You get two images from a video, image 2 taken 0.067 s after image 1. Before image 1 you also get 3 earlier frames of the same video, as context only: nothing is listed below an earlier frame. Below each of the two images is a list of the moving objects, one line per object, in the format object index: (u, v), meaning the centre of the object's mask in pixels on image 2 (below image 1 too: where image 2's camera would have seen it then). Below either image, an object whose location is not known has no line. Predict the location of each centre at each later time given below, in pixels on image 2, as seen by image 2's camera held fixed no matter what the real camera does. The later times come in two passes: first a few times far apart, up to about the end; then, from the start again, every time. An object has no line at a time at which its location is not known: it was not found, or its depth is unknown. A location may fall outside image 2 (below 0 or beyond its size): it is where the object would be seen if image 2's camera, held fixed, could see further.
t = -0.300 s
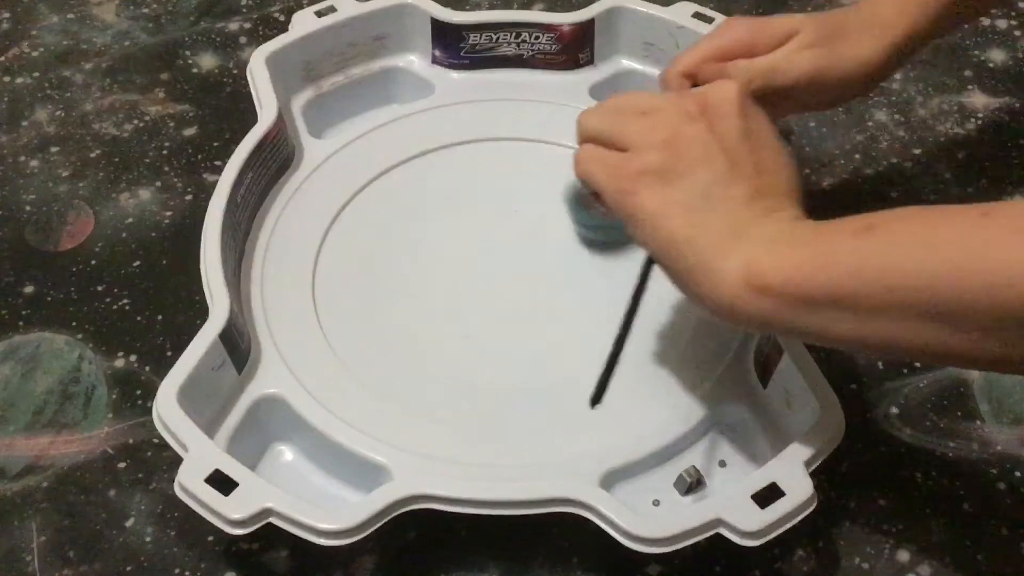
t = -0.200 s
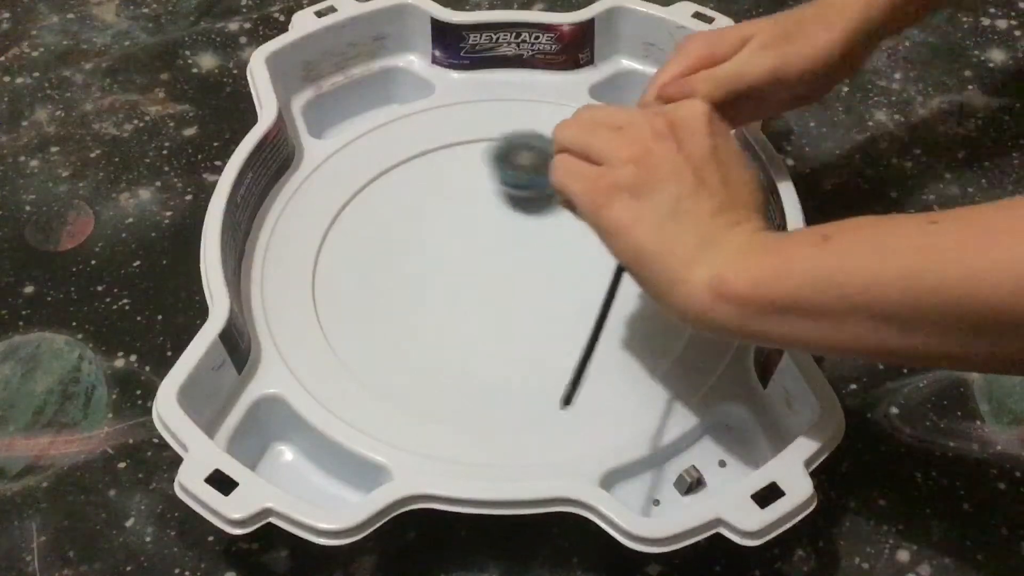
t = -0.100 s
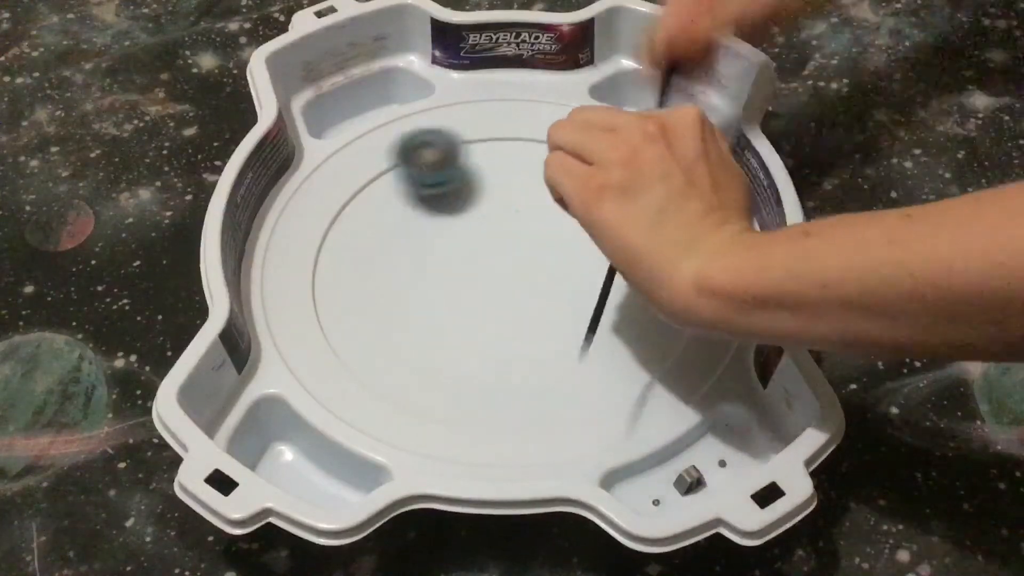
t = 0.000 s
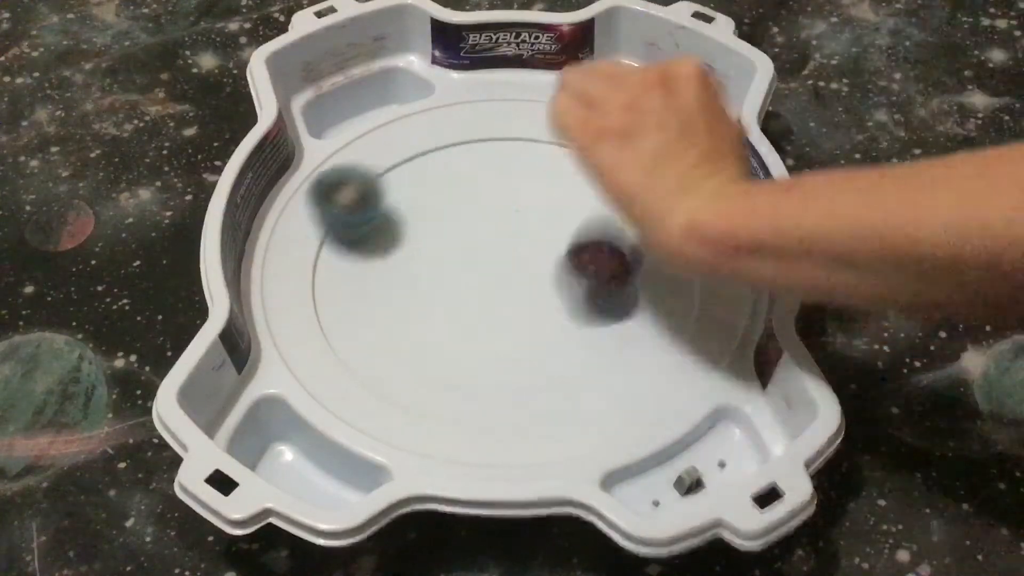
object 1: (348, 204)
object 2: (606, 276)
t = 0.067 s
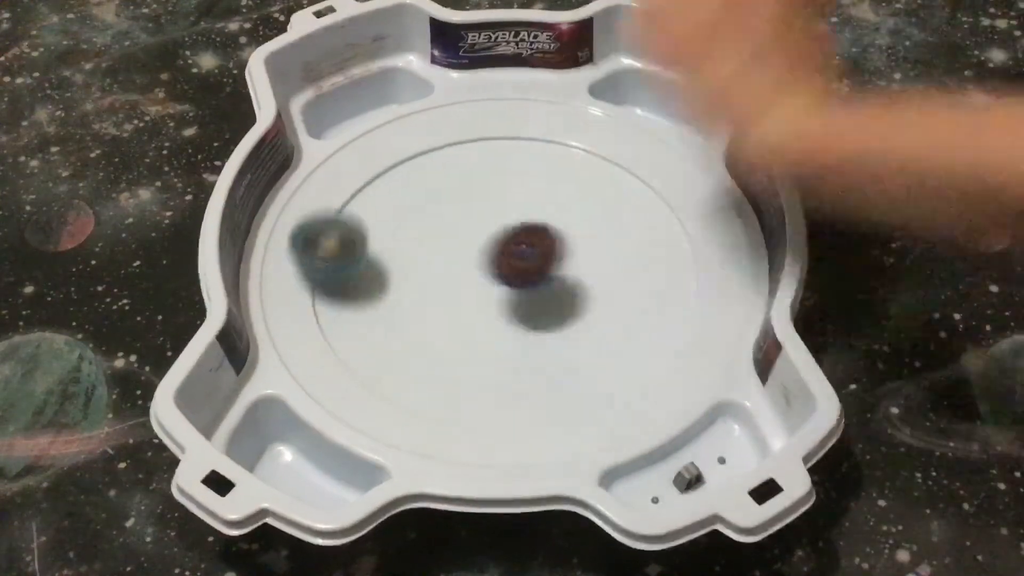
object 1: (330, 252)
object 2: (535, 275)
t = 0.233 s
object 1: (395, 361)
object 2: (384, 282)
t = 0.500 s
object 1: (628, 308)
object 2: (405, 322)
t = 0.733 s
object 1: (577, 157)
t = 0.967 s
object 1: (402, 165)
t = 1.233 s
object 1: (362, 307)
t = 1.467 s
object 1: (553, 327)
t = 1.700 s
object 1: (578, 185)
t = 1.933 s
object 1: (395, 169)
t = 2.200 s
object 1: (441, 343)
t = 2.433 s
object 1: (630, 271)
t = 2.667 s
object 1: (545, 149)
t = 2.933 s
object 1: (403, 258)
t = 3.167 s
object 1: (502, 352)
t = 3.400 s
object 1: (596, 292)
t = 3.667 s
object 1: (568, 252)
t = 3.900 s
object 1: (548, 251)
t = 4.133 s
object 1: (556, 234)
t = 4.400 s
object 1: (551, 184)
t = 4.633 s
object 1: (489, 190)
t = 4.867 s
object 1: (491, 228)
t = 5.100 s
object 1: (541, 243)
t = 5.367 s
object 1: (583, 232)
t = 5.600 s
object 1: (575, 231)
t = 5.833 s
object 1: (543, 259)
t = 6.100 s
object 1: (563, 294)
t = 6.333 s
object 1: (555, 296)
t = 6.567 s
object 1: (527, 289)
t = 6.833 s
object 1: (481, 288)
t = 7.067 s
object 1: (449, 294)
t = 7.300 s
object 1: (448, 288)
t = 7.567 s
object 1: (471, 269)
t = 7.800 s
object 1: (468, 241)
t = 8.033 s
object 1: (477, 227)
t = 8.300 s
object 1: (503, 231)
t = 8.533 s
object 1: (538, 216)
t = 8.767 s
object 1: (555, 213)
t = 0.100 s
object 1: (331, 278)
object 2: (498, 279)
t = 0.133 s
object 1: (338, 299)
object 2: (458, 288)
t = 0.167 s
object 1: (351, 325)
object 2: (430, 289)
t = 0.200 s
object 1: (367, 345)
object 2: (408, 283)
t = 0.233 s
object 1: (395, 361)
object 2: (384, 282)
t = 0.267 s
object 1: (421, 371)
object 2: (370, 284)
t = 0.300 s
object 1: (453, 379)
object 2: (362, 284)
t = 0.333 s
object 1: (485, 381)
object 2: (360, 287)
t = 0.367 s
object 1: (517, 376)
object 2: (360, 291)
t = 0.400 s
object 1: (552, 365)
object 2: (366, 298)
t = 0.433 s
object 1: (584, 350)
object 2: (377, 304)
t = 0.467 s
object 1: (609, 331)
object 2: (390, 312)
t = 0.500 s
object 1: (628, 308)
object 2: (405, 322)
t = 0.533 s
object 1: (639, 282)
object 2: (425, 329)
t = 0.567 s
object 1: (642, 257)
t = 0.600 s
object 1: (639, 231)
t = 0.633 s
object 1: (632, 209)
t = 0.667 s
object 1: (619, 188)
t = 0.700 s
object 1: (601, 171)
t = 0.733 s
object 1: (577, 157)
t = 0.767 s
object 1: (551, 142)
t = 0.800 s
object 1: (524, 136)
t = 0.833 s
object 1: (497, 134)
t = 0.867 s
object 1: (470, 137)
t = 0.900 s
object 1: (446, 142)
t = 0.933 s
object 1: (423, 153)
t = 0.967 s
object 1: (402, 165)
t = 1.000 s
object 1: (384, 182)
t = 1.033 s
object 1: (372, 202)
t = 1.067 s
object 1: (362, 220)
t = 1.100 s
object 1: (357, 241)
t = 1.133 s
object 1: (325, 247)
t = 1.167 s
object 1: (334, 261)
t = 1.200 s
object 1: (347, 286)
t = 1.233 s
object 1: (362, 307)
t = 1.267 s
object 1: (379, 319)
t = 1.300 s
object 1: (402, 334)
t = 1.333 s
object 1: (432, 345)
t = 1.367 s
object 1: (464, 352)
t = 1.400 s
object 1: (495, 350)
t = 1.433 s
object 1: (526, 342)
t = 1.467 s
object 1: (553, 327)
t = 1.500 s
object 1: (577, 310)
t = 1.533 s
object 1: (595, 290)
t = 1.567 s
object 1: (604, 268)
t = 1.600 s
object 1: (607, 246)
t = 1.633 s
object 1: (604, 225)
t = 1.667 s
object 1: (594, 204)
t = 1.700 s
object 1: (578, 185)
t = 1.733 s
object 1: (556, 167)
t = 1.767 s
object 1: (531, 156)
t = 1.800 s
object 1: (504, 149)
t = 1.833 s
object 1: (475, 146)
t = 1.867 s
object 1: (448, 149)
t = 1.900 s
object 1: (420, 158)
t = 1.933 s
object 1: (395, 169)
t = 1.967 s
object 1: (376, 188)
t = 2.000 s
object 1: (359, 206)
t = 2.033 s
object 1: (353, 230)
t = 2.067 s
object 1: (354, 255)
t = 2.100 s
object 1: (363, 281)
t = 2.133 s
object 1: (381, 306)
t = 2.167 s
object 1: (406, 326)
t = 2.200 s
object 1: (441, 343)
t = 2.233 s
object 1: (476, 350)
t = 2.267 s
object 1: (511, 349)
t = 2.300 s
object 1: (545, 342)
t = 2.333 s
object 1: (576, 330)
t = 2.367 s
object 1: (602, 313)
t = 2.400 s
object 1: (619, 293)
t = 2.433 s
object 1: (630, 271)
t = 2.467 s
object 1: (635, 247)
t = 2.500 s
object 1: (634, 224)
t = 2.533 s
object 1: (625, 203)
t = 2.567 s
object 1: (611, 184)
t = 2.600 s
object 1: (592, 167)
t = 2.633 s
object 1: (570, 159)
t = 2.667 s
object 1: (545, 149)
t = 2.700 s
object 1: (520, 148)
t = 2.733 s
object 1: (494, 151)
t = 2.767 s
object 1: (469, 158)
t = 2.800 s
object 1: (446, 171)
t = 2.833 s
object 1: (427, 189)
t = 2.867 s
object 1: (411, 210)
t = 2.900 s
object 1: (406, 237)
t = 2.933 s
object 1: (403, 258)
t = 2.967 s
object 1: (398, 277)
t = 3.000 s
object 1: (399, 295)
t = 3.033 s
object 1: (410, 314)
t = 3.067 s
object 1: (428, 330)
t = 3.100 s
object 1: (452, 344)
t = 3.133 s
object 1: (476, 349)
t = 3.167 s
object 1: (502, 352)
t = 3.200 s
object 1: (526, 347)
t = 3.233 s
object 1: (549, 339)
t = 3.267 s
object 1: (566, 328)
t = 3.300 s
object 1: (578, 315)
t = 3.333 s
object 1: (585, 302)
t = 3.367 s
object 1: (593, 297)
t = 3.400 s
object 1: (596, 292)
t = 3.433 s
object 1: (597, 287)
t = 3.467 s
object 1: (598, 282)
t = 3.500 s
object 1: (597, 277)
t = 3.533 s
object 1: (594, 270)
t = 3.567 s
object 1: (590, 264)
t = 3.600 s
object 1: (584, 260)
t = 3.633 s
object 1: (577, 256)
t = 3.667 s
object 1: (568, 252)
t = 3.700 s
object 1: (559, 250)
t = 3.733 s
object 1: (549, 248)
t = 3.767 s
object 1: (539, 248)
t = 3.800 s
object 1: (536, 248)
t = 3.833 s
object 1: (542, 249)
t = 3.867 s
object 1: (546, 251)
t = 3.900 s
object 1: (548, 251)
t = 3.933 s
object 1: (548, 252)
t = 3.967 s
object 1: (547, 252)
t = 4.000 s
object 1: (546, 252)
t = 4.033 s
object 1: (545, 252)
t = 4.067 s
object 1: (546, 250)
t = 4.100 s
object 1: (552, 242)
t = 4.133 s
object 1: (556, 234)
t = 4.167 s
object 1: (558, 229)
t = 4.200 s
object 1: (558, 225)
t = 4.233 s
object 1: (557, 224)
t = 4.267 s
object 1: (555, 222)
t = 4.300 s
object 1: (557, 215)
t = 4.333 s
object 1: (557, 201)
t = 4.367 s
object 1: (555, 190)
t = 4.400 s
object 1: (551, 184)
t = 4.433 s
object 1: (542, 178)
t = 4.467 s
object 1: (532, 176)
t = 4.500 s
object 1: (521, 175)
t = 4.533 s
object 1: (510, 176)
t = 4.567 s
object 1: (502, 179)
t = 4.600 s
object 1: (494, 183)
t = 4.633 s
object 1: (489, 190)
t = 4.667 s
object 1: (485, 198)
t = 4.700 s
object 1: (483, 206)
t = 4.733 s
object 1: (482, 216)
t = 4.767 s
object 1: (481, 223)
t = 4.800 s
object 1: (482, 225)
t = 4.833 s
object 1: (486, 226)
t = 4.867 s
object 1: (491, 228)
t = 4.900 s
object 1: (497, 230)
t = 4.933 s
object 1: (504, 234)
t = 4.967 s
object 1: (511, 236)
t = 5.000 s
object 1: (518, 239)
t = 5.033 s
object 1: (525, 241)
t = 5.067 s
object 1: (534, 243)
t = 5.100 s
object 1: (541, 243)
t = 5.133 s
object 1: (548, 242)
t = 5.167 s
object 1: (555, 241)
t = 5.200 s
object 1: (563, 241)
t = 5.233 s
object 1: (569, 239)
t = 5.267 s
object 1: (574, 238)
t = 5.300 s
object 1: (578, 235)
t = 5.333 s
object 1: (581, 233)
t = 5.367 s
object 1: (583, 232)
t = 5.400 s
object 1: (584, 230)
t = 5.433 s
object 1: (584, 229)
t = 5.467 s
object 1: (583, 228)
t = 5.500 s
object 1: (582, 228)
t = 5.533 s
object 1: (580, 228)
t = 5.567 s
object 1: (578, 229)
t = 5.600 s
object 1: (575, 231)
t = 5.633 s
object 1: (572, 234)
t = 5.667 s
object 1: (567, 236)
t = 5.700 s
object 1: (563, 240)
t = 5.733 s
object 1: (558, 244)
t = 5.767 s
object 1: (553, 248)
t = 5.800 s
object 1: (548, 254)
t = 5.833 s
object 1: (543, 259)
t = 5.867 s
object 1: (539, 266)
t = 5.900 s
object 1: (544, 273)
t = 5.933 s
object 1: (552, 280)
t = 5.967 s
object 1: (557, 285)
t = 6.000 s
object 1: (560, 288)
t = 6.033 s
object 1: (561, 291)
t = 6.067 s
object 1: (562, 293)
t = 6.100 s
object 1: (563, 294)
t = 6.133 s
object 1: (563, 295)
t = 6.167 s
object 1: (563, 295)
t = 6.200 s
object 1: (562, 296)
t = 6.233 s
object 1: (562, 296)
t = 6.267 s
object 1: (560, 296)
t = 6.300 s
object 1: (558, 296)
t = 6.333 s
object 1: (555, 296)
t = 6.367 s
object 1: (551, 295)
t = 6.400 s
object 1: (547, 294)
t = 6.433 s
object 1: (544, 294)
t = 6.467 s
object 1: (540, 293)
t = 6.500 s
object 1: (536, 291)
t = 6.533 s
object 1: (531, 290)
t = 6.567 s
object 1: (527, 289)
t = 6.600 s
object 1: (522, 288)
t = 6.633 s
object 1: (517, 287)
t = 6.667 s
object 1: (511, 286)
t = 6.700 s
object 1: (506, 285)
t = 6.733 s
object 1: (501, 284)
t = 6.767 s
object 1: (494, 285)
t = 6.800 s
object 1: (487, 286)
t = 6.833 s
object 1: (481, 288)
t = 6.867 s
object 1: (475, 289)
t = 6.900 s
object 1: (470, 291)
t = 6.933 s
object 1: (464, 292)
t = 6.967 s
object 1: (460, 293)
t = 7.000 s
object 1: (456, 293)
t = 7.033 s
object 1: (452, 294)
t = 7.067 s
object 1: (449, 294)
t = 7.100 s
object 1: (447, 294)
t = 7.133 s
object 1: (446, 293)
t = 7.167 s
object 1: (445, 293)
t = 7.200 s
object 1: (446, 292)
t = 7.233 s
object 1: (445, 291)
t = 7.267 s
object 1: (447, 289)
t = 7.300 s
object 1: (448, 288)
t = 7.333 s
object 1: (449, 286)
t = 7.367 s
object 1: (451, 284)
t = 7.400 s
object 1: (453, 281)
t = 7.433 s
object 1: (457, 279)
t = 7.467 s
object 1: (460, 277)
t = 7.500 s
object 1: (463, 274)
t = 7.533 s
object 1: (468, 272)
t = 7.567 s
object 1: (471, 269)
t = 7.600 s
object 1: (471, 265)
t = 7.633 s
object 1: (470, 261)
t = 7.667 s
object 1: (469, 257)
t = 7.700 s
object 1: (468, 253)
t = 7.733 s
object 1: (468, 249)
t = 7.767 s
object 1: (468, 245)
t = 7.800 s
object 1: (468, 241)
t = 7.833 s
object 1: (469, 238)
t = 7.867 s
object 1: (469, 235)
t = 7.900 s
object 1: (470, 233)
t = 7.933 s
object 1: (471, 231)
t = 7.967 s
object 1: (473, 229)
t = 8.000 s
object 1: (476, 228)
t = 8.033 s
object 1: (477, 227)
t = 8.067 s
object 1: (480, 226)
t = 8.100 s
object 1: (483, 226)
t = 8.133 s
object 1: (486, 226)
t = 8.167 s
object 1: (489, 226)
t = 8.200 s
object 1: (492, 227)
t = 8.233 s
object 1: (495, 228)
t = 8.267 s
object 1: (498, 230)
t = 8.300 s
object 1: (503, 231)
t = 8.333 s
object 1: (506, 232)
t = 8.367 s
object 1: (511, 231)
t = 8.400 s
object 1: (519, 229)
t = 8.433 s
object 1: (523, 224)
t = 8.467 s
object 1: (529, 222)
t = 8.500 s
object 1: (534, 218)
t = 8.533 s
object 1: (538, 216)
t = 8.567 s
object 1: (542, 213)
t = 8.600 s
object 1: (545, 212)
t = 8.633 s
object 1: (548, 211)
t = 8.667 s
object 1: (551, 210)
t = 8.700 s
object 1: (552, 211)
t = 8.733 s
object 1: (554, 212)
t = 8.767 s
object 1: (555, 213)
